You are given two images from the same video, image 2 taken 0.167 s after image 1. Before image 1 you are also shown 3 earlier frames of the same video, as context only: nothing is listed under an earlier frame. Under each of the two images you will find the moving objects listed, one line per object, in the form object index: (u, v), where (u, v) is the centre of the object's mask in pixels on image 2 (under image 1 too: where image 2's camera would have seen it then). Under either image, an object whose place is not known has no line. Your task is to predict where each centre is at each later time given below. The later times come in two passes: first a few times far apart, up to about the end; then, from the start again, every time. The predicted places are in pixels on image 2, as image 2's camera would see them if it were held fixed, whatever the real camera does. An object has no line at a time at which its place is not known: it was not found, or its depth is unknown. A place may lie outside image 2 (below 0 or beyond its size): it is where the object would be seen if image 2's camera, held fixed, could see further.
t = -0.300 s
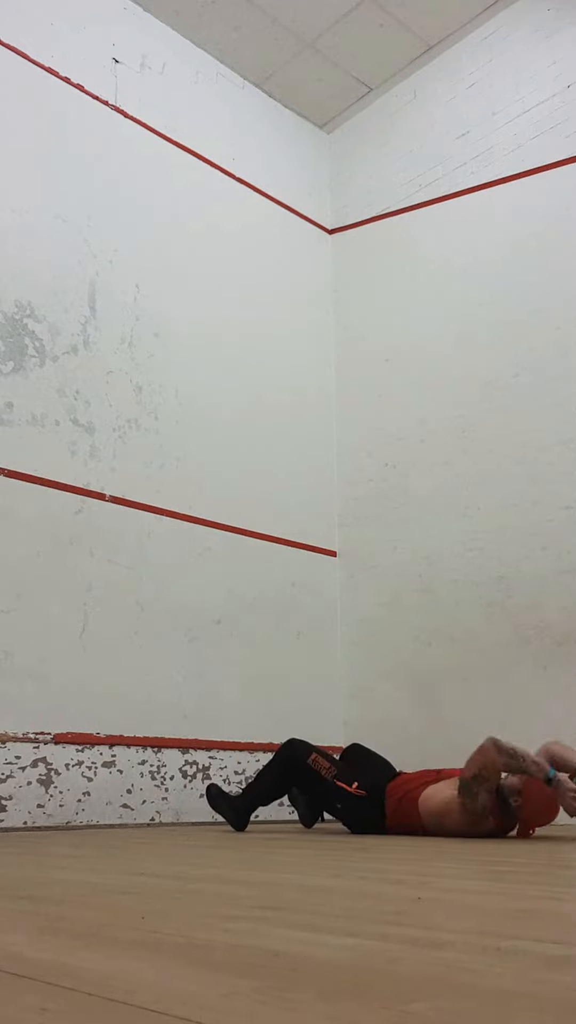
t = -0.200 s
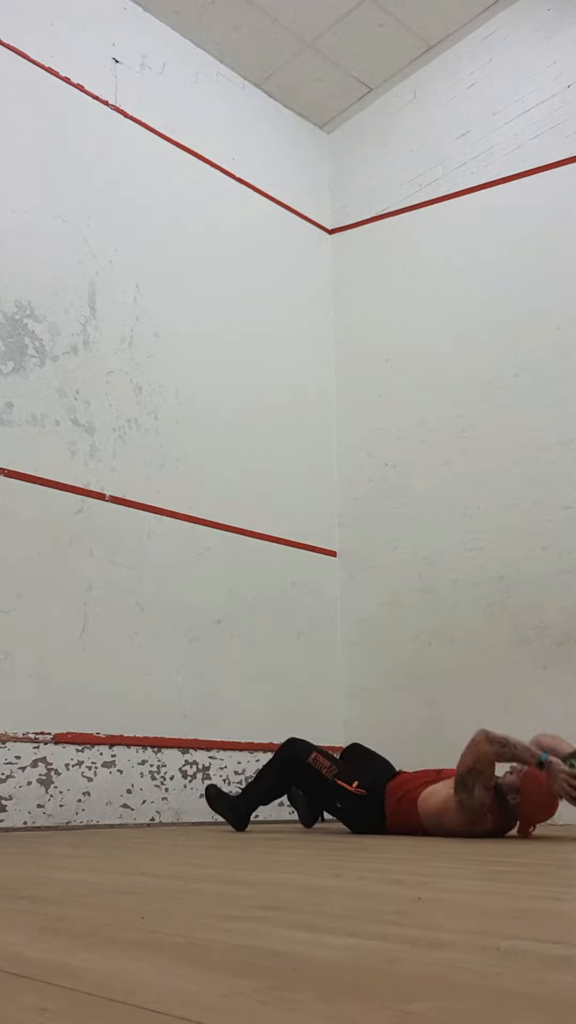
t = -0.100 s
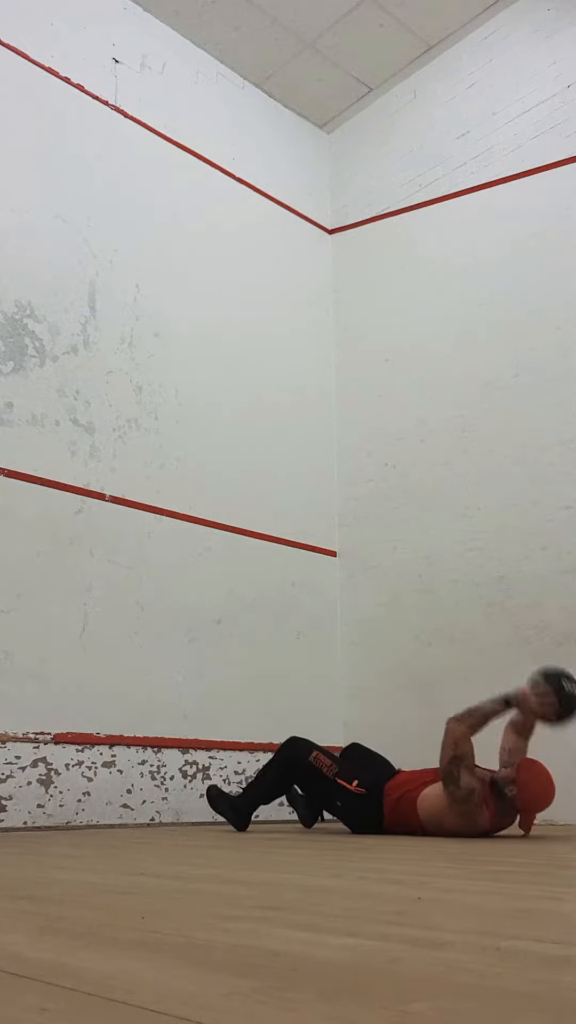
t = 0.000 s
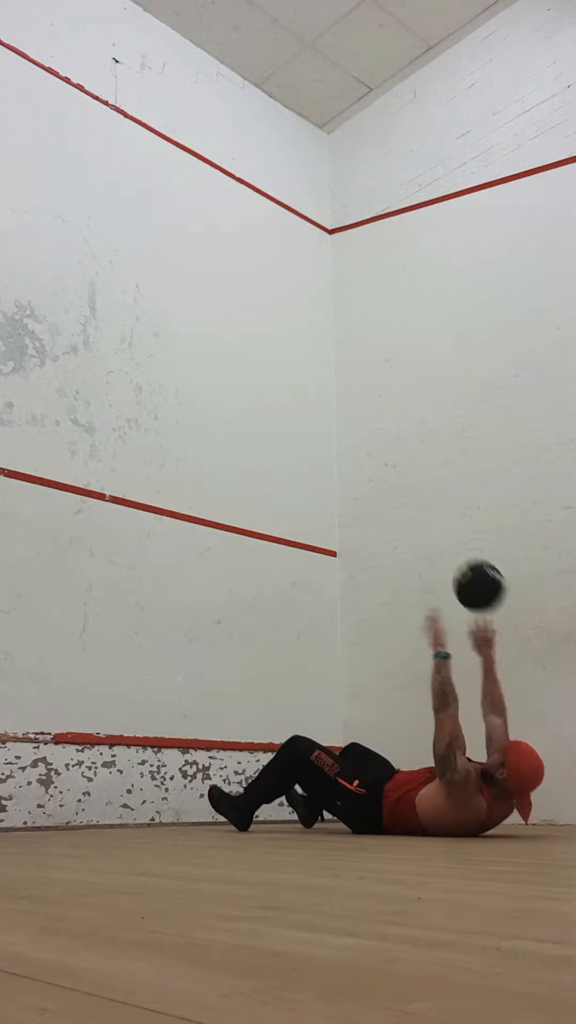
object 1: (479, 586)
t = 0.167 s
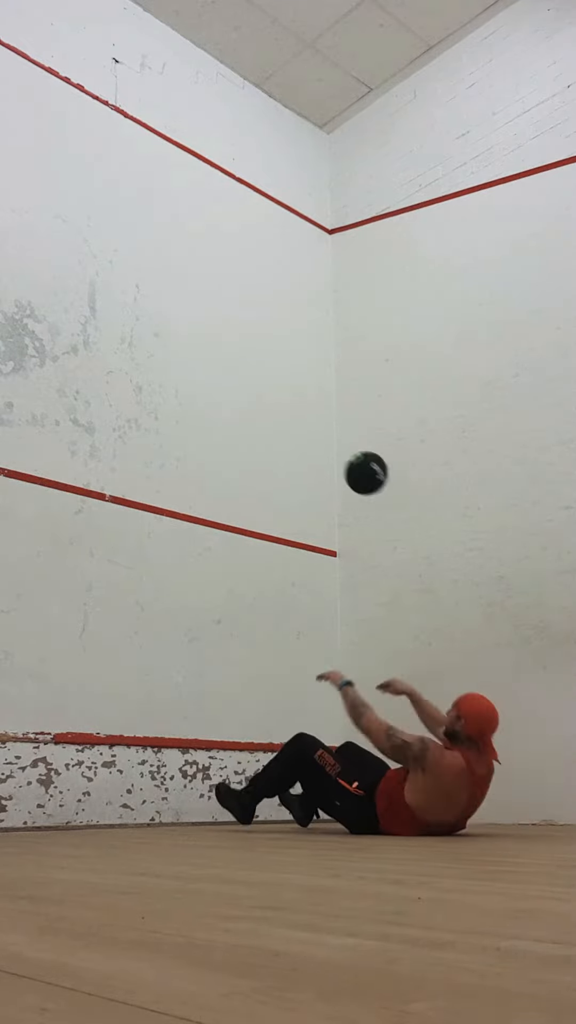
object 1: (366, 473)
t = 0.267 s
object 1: (312, 441)
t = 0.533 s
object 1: (197, 441)
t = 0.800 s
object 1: (220, 486)
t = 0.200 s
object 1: (348, 460)
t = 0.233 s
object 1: (330, 449)
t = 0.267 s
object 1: (312, 441)
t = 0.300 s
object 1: (296, 434)
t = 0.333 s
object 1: (281, 430)
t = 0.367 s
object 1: (266, 428)
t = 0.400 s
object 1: (251, 427)
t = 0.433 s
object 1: (237, 428)
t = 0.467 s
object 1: (224, 431)
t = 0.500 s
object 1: (210, 435)
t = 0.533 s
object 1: (197, 441)
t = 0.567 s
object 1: (185, 448)
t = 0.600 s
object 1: (172, 457)
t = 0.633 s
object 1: (176, 459)
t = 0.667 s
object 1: (185, 461)
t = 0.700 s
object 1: (193, 464)
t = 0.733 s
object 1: (202, 470)
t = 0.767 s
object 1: (211, 477)
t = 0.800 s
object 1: (220, 486)
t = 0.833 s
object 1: (230, 498)
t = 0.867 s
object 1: (240, 511)
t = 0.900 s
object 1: (250, 527)
